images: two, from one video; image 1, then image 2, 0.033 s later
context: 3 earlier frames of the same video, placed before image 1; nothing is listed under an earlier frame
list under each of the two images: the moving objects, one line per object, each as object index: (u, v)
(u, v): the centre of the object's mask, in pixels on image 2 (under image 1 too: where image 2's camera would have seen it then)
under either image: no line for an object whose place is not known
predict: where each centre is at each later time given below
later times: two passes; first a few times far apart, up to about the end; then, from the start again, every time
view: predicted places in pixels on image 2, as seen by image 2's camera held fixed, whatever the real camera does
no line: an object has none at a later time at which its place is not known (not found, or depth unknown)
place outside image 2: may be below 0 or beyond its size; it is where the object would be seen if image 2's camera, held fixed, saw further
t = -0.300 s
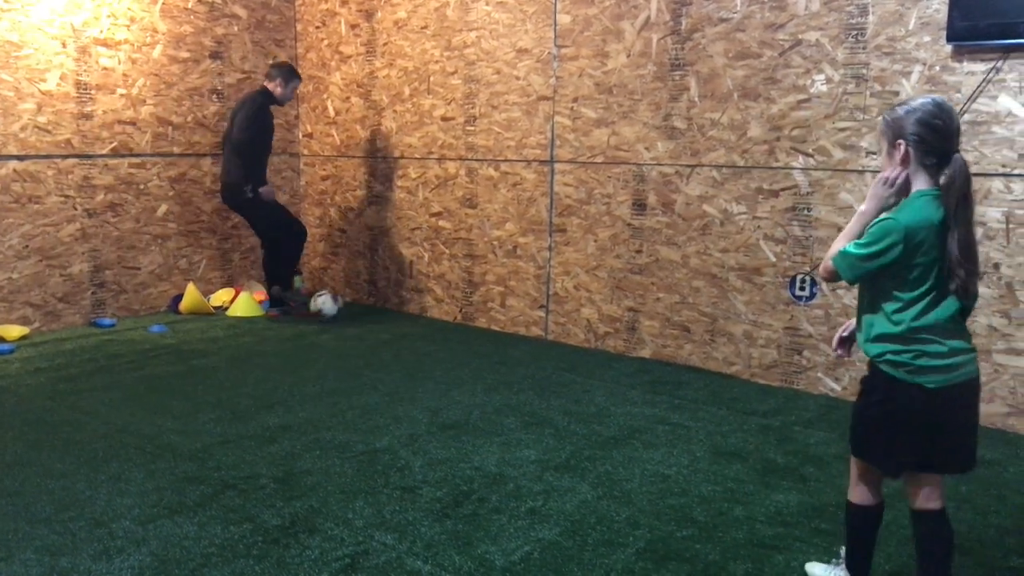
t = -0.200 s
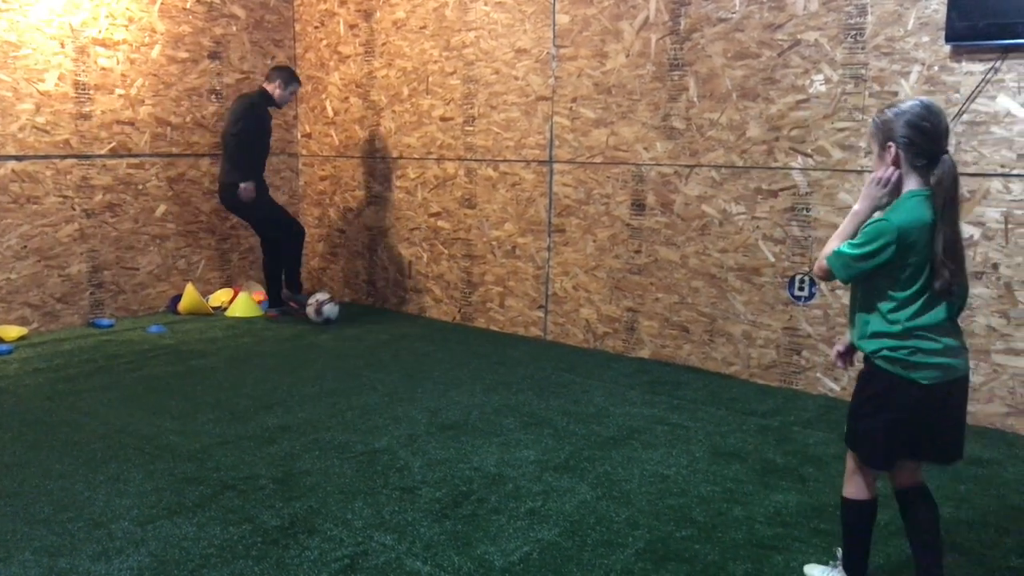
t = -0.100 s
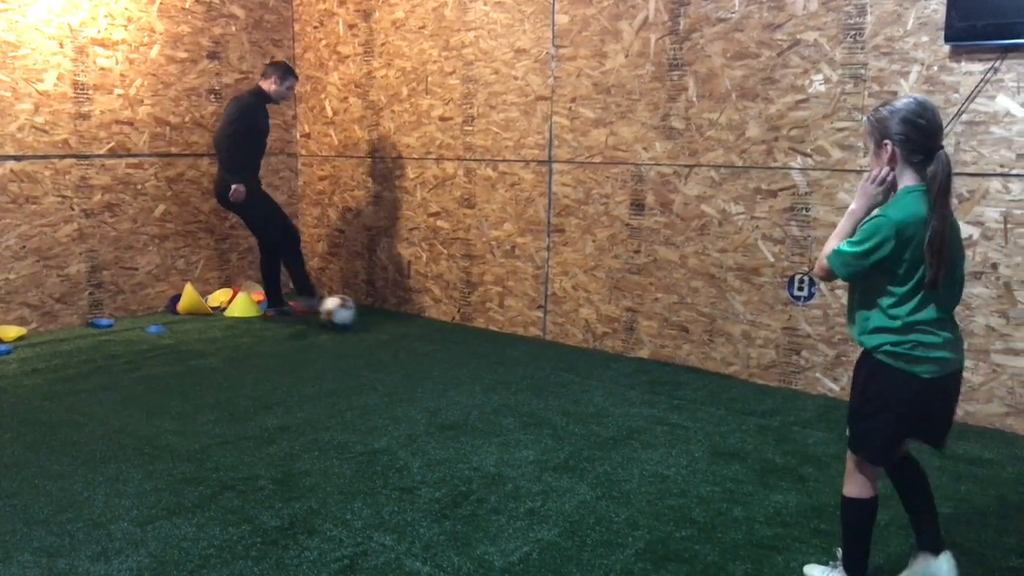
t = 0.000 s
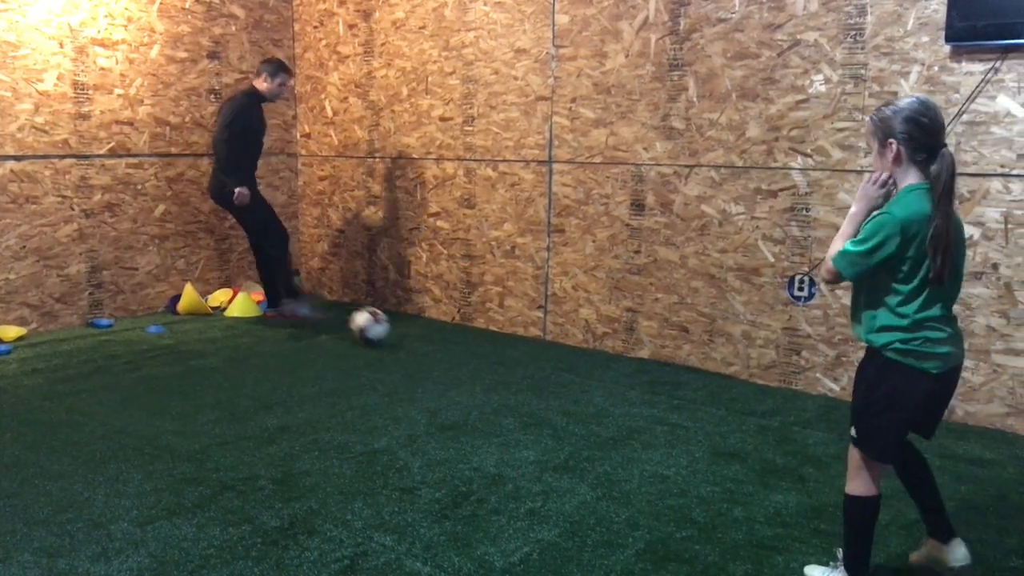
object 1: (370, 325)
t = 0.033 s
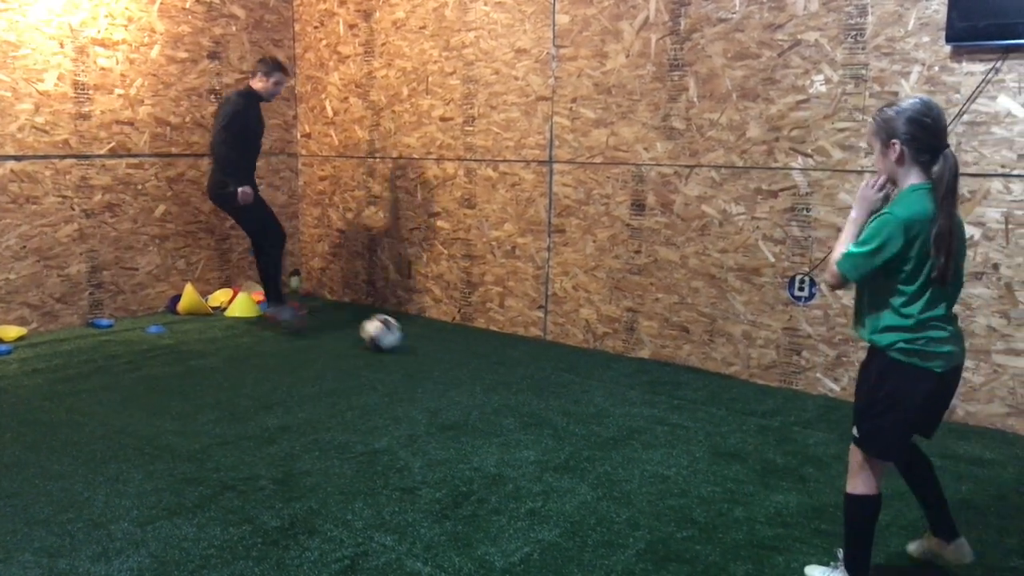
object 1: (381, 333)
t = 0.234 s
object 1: (435, 357)
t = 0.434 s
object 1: (478, 379)
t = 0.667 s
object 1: (525, 407)
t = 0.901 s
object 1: (574, 434)
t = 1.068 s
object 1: (609, 458)
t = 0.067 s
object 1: (390, 335)
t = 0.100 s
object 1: (399, 335)
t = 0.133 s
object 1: (407, 339)
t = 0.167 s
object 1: (415, 344)
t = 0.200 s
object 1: (425, 351)
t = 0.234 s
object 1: (435, 357)
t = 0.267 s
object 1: (442, 356)
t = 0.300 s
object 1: (448, 358)
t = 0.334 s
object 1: (455, 359)
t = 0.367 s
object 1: (463, 363)
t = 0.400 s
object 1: (471, 370)
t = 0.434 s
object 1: (478, 379)
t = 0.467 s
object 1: (485, 384)
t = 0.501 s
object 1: (491, 383)
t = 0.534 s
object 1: (498, 382)
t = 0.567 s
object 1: (504, 386)
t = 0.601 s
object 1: (510, 393)
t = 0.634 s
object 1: (517, 399)
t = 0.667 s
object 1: (525, 407)
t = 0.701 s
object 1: (532, 409)
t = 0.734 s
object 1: (539, 411)
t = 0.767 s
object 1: (546, 416)
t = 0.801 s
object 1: (554, 423)
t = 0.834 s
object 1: (561, 426)
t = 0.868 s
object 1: (567, 429)
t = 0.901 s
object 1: (574, 434)
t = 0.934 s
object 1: (580, 439)
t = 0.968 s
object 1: (588, 444)
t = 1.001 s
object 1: (596, 448)
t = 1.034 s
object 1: (603, 453)
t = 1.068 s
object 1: (609, 458)
